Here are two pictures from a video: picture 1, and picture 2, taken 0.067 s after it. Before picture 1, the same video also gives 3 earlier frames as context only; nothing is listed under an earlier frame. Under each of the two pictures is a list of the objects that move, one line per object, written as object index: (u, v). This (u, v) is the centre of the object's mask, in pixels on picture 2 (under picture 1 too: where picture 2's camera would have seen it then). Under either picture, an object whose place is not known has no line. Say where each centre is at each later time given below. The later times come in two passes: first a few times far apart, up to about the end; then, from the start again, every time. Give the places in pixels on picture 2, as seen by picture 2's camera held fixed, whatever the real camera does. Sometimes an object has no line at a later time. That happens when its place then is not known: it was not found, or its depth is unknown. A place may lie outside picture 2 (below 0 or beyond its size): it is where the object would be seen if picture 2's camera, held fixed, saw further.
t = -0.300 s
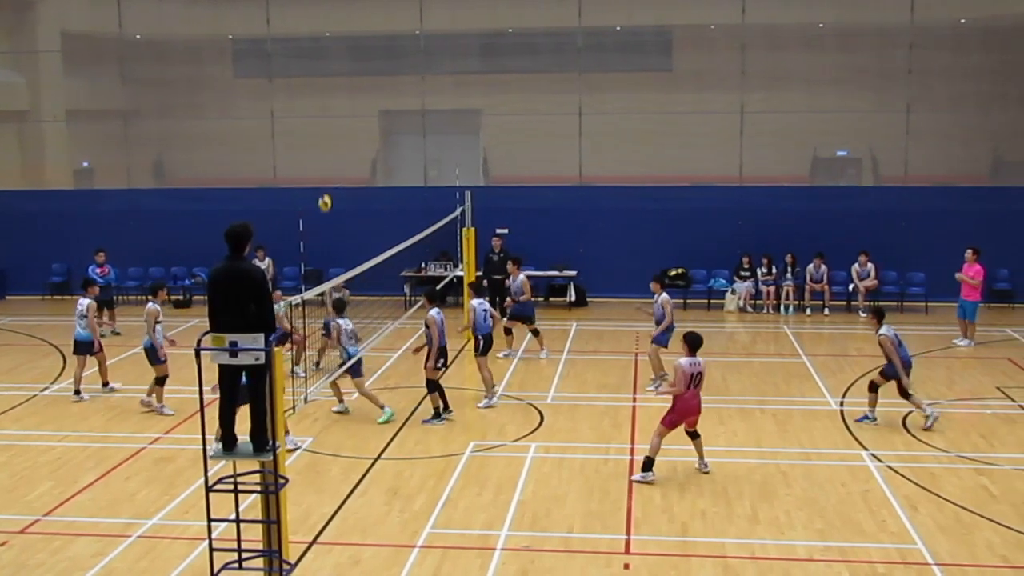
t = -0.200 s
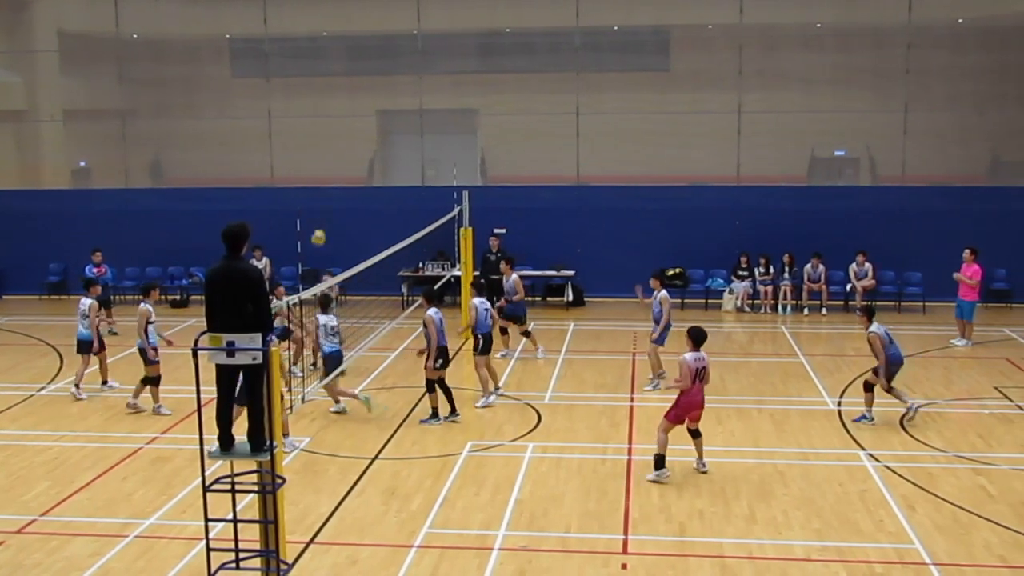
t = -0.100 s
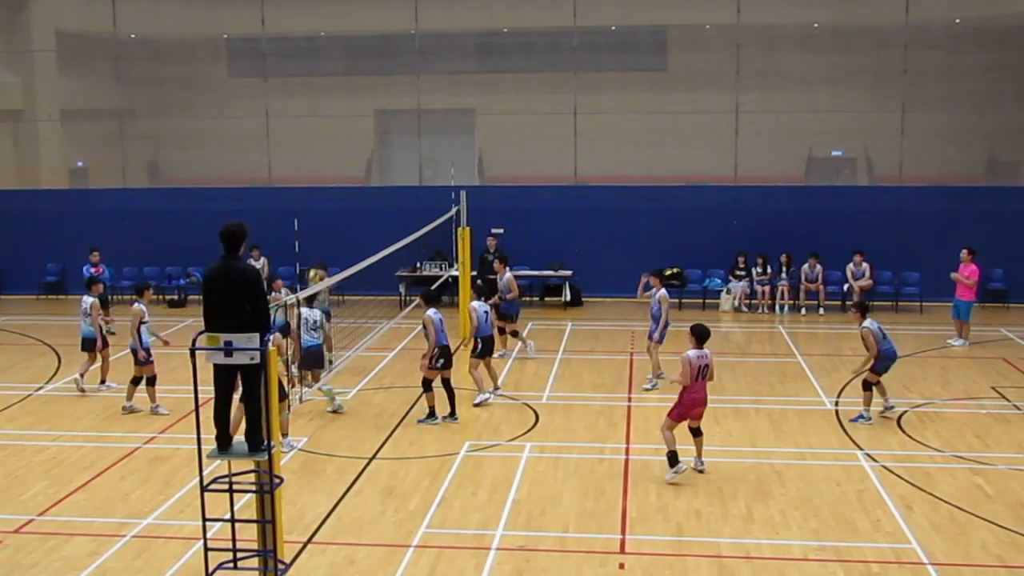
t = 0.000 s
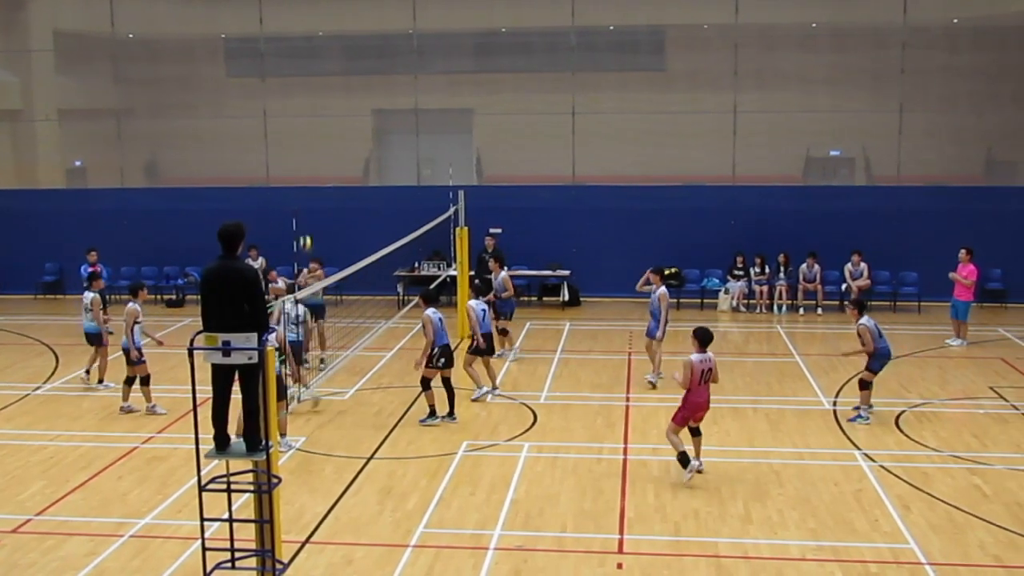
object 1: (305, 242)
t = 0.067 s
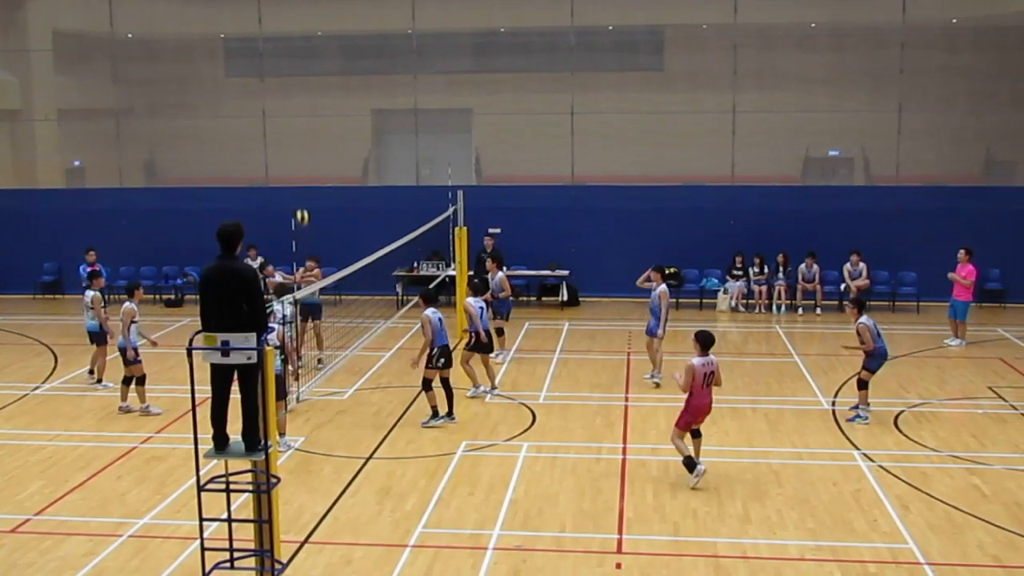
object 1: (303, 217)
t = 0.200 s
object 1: (297, 173)
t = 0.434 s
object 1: (288, 121)
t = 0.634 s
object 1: (282, 104)
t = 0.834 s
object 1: (277, 114)
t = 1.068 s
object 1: (273, 162)
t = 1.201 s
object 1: (272, 206)
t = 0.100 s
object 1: (301, 205)
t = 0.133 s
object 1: (300, 194)
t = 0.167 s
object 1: (299, 183)
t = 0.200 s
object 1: (297, 173)
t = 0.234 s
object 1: (295, 163)
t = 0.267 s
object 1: (294, 155)
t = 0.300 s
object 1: (294, 146)
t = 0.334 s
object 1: (292, 139)
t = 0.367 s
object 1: (291, 132)
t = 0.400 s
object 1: (289, 126)
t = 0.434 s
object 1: (288, 121)
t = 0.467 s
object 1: (287, 117)
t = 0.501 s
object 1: (286, 113)
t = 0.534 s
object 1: (285, 109)
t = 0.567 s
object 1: (285, 107)
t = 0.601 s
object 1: (284, 105)
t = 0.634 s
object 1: (282, 104)
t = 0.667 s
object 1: (282, 103)
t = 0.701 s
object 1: (280, 104)
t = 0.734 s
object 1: (280, 105)
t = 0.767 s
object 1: (279, 108)
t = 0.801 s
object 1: (278, 110)
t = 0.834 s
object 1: (277, 114)
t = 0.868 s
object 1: (277, 119)
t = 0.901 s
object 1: (276, 124)
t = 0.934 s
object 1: (275, 130)
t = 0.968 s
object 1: (275, 137)
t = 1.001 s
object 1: (274, 145)
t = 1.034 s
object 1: (274, 153)
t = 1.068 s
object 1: (273, 162)
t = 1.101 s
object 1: (272, 170)
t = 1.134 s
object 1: (273, 182)
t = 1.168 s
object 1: (272, 194)
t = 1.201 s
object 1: (272, 206)
